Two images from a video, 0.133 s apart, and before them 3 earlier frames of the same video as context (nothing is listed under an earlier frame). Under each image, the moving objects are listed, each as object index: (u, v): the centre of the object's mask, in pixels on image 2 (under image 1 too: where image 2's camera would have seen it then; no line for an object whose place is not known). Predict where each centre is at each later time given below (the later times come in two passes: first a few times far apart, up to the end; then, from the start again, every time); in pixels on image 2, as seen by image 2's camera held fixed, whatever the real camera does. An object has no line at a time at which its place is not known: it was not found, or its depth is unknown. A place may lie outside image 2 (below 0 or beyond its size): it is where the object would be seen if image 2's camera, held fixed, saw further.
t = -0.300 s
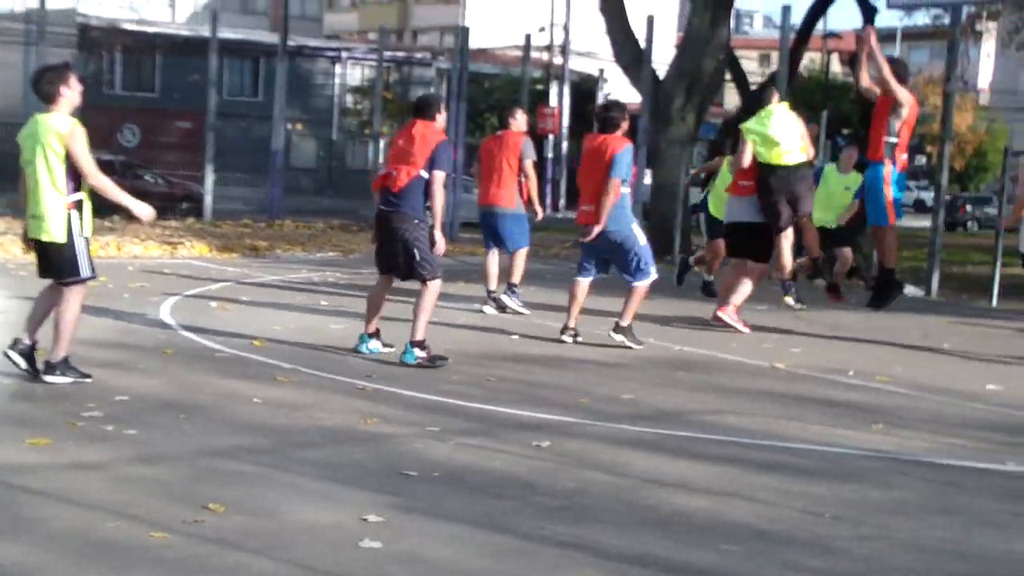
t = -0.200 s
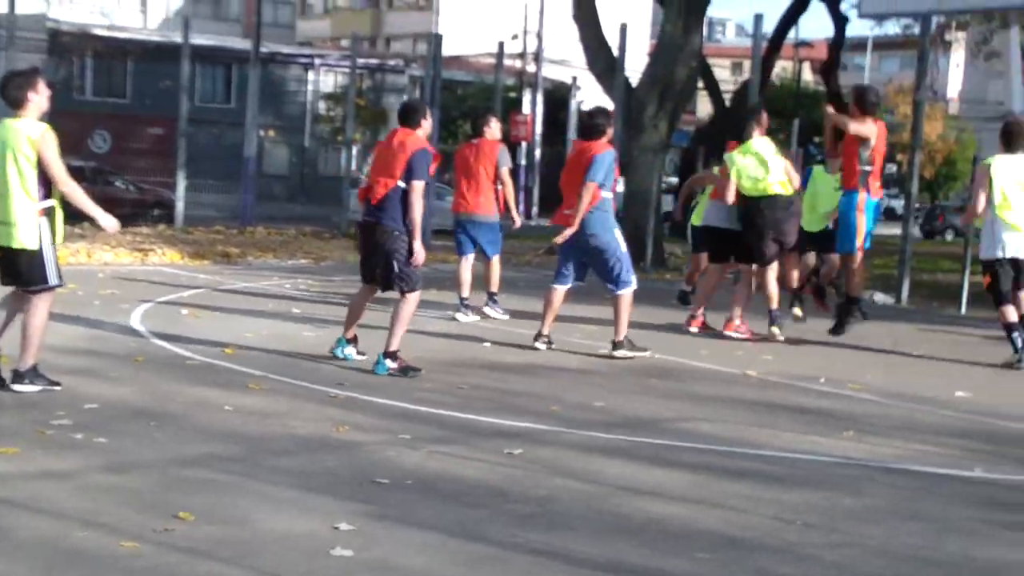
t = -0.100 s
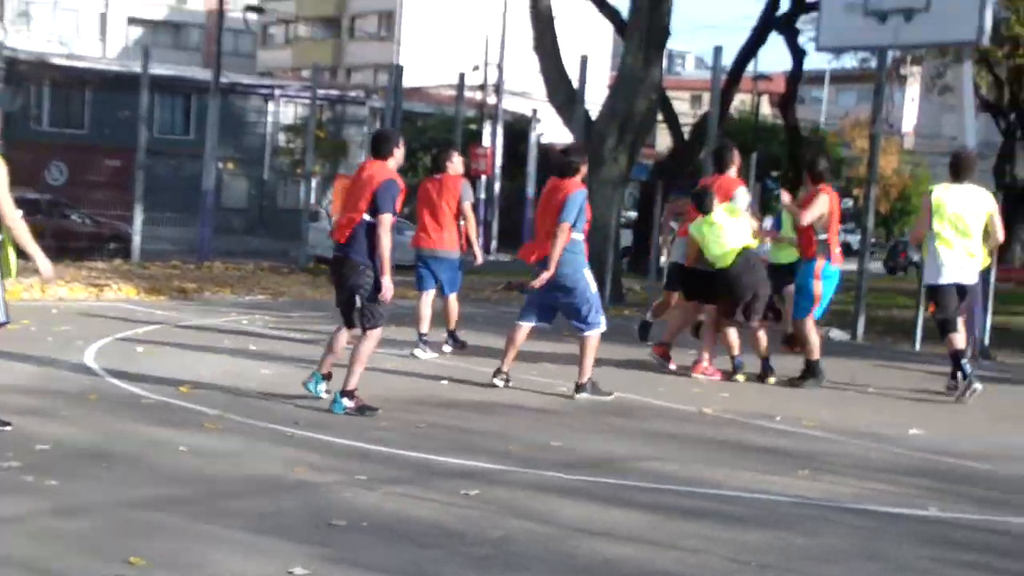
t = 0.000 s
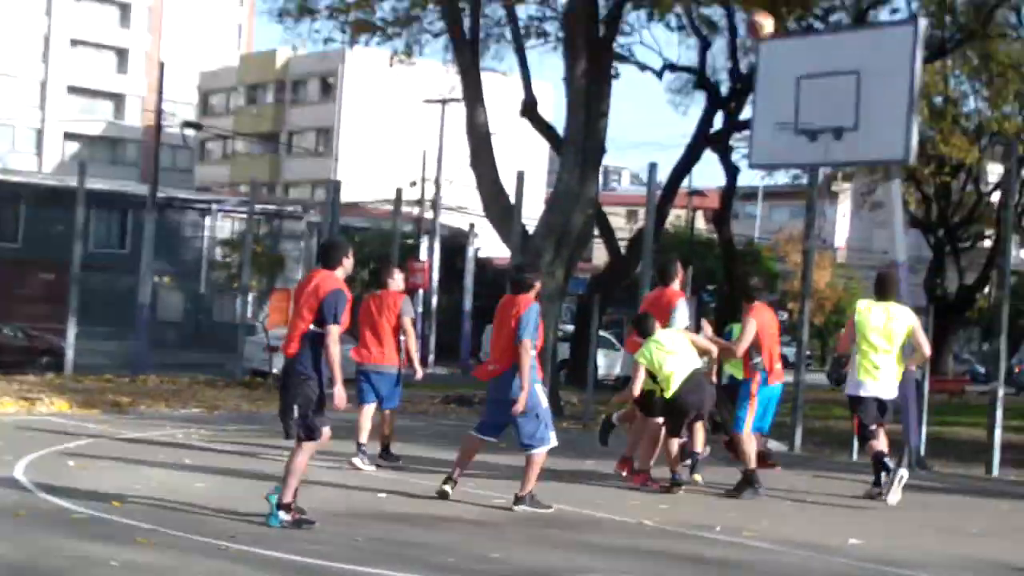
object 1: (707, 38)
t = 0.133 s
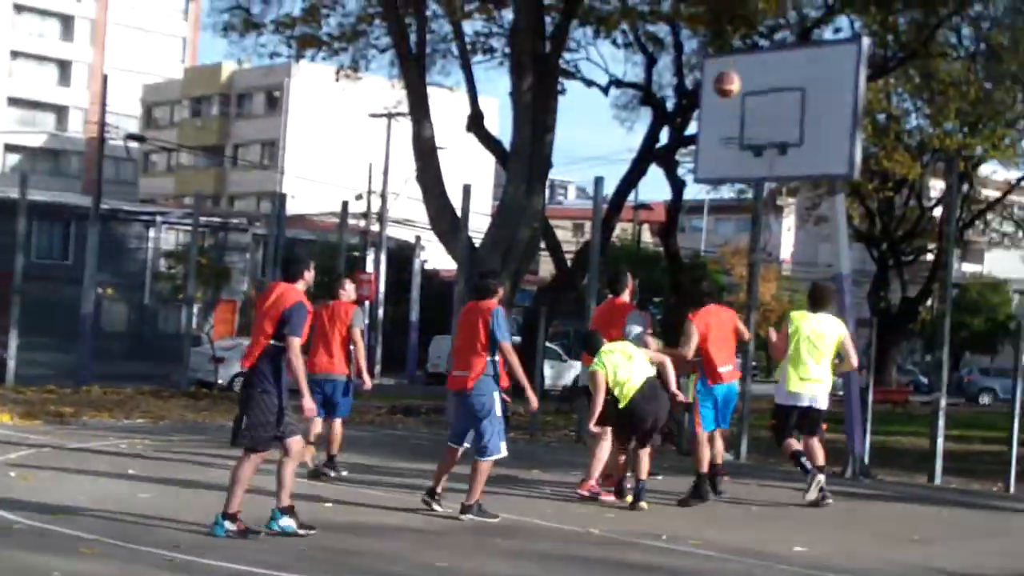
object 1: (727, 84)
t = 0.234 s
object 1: (737, 127)
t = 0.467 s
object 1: (730, 88)
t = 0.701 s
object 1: (709, 97)
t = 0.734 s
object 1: (704, 103)
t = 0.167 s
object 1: (730, 97)
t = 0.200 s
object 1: (733, 112)
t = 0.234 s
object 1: (737, 127)
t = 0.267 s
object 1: (740, 128)
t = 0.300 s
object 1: (742, 119)
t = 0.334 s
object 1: (743, 107)
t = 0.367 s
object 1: (740, 102)
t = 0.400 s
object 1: (737, 97)
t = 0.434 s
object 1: (733, 92)
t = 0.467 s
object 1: (730, 88)
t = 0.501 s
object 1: (728, 86)
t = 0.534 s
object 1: (725, 85)
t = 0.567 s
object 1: (722, 85)
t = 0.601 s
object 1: (719, 86)
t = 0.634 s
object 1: (716, 88)
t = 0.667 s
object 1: (712, 92)
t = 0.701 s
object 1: (709, 97)
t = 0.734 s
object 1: (704, 103)
